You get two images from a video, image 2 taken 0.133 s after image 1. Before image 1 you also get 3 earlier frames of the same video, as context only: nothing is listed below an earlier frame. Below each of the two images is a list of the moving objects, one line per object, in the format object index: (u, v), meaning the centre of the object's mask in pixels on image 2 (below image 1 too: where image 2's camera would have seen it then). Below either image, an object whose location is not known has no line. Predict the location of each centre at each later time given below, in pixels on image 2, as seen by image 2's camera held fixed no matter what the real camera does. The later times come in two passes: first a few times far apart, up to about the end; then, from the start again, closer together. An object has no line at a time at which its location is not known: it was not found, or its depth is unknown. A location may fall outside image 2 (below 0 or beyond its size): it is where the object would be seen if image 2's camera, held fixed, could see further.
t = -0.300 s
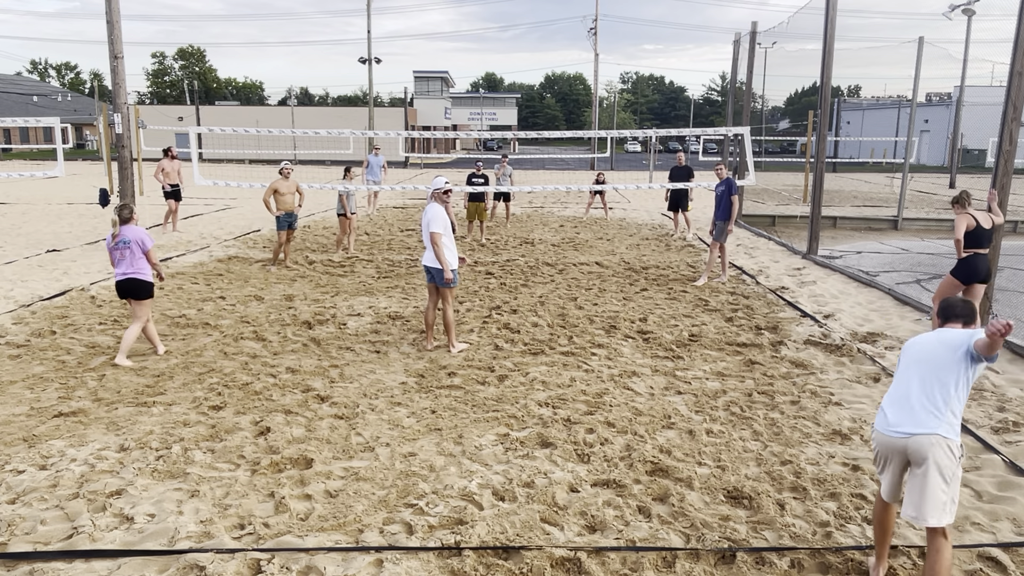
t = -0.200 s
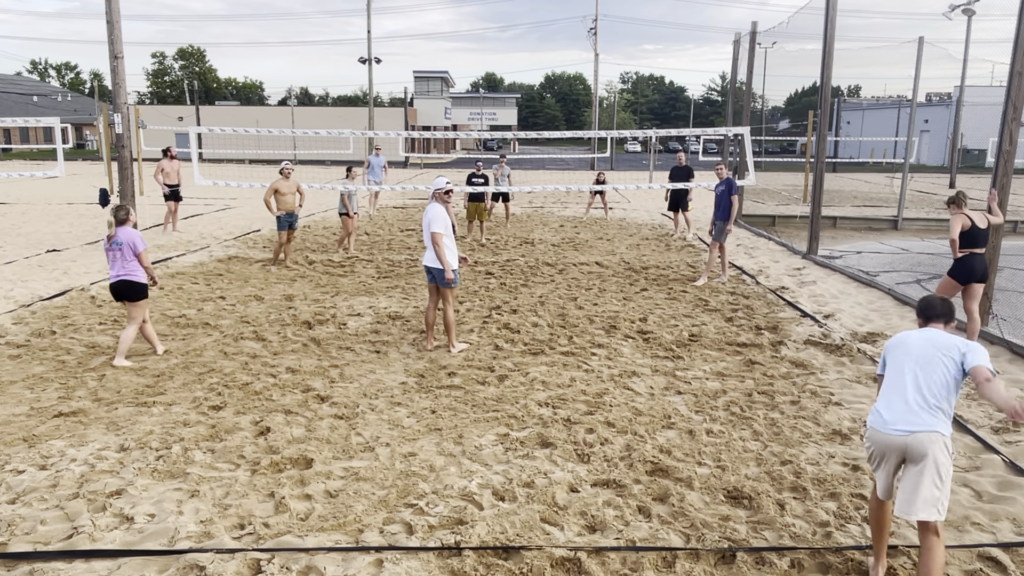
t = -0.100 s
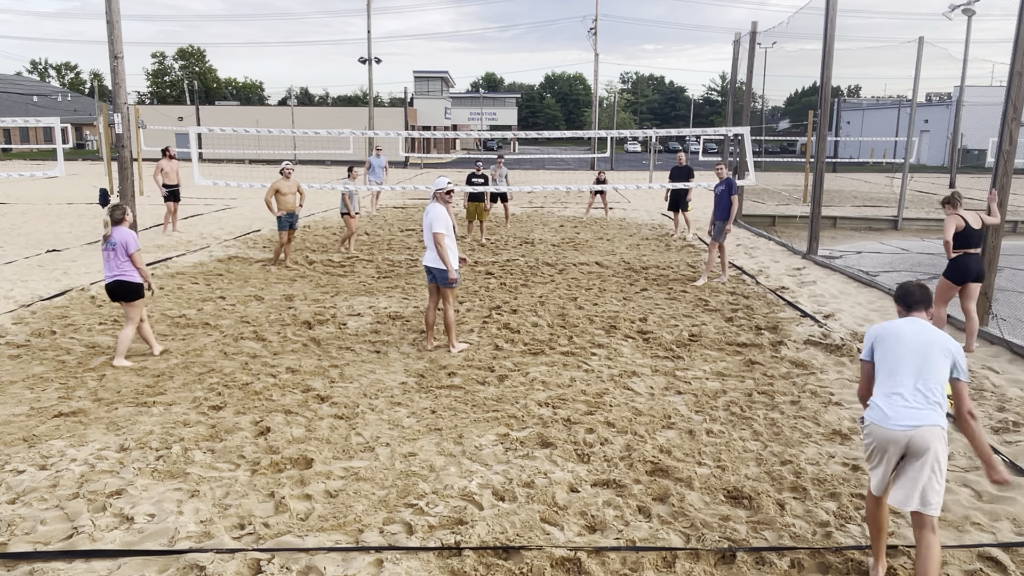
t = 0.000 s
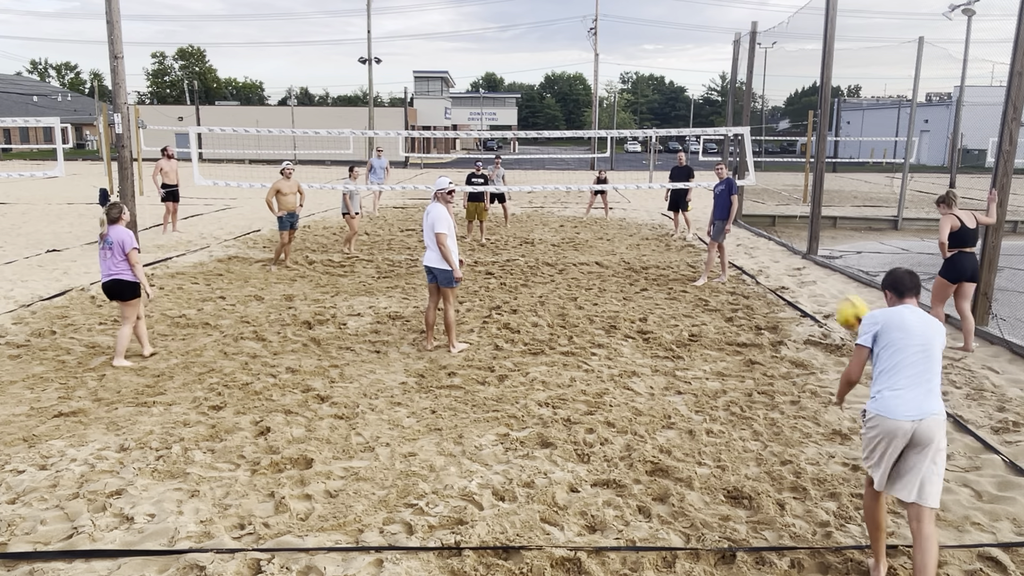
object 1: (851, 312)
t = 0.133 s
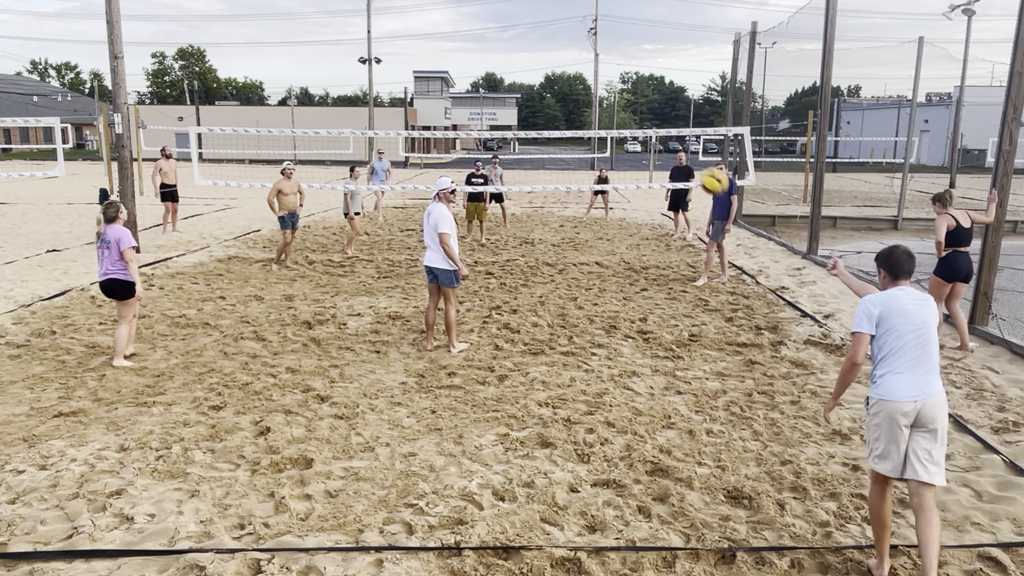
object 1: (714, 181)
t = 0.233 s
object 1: (643, 128)
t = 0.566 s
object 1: (504, 79)
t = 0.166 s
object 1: (687, 161)
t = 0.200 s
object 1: (665, 144)
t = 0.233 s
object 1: (643, 128)
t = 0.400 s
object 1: (561, 87)
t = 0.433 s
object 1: (548, 83)
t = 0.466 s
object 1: (537, 81)
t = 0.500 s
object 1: (525, 79)
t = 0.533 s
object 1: (515, 79)
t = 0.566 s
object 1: (504, 79)
